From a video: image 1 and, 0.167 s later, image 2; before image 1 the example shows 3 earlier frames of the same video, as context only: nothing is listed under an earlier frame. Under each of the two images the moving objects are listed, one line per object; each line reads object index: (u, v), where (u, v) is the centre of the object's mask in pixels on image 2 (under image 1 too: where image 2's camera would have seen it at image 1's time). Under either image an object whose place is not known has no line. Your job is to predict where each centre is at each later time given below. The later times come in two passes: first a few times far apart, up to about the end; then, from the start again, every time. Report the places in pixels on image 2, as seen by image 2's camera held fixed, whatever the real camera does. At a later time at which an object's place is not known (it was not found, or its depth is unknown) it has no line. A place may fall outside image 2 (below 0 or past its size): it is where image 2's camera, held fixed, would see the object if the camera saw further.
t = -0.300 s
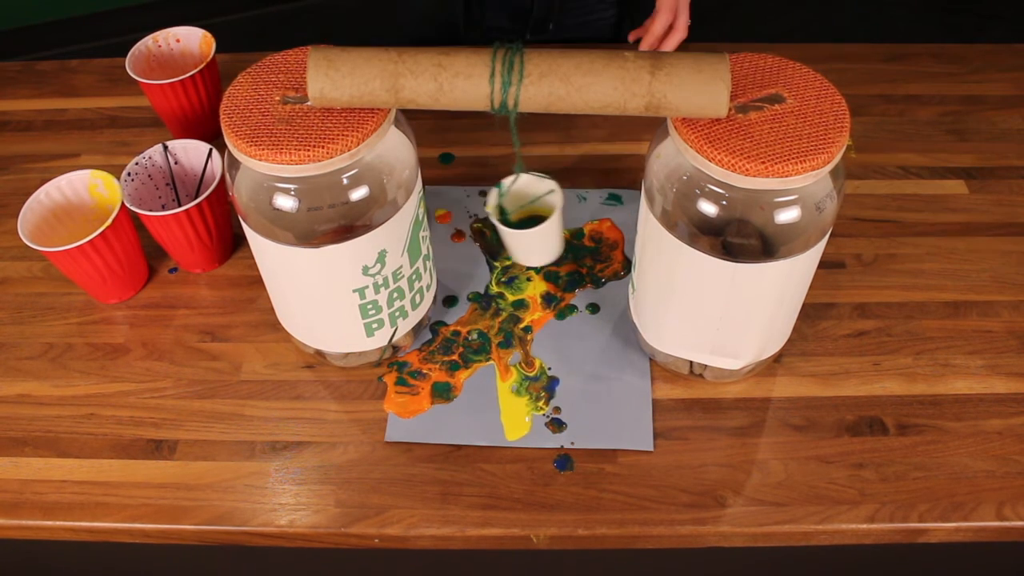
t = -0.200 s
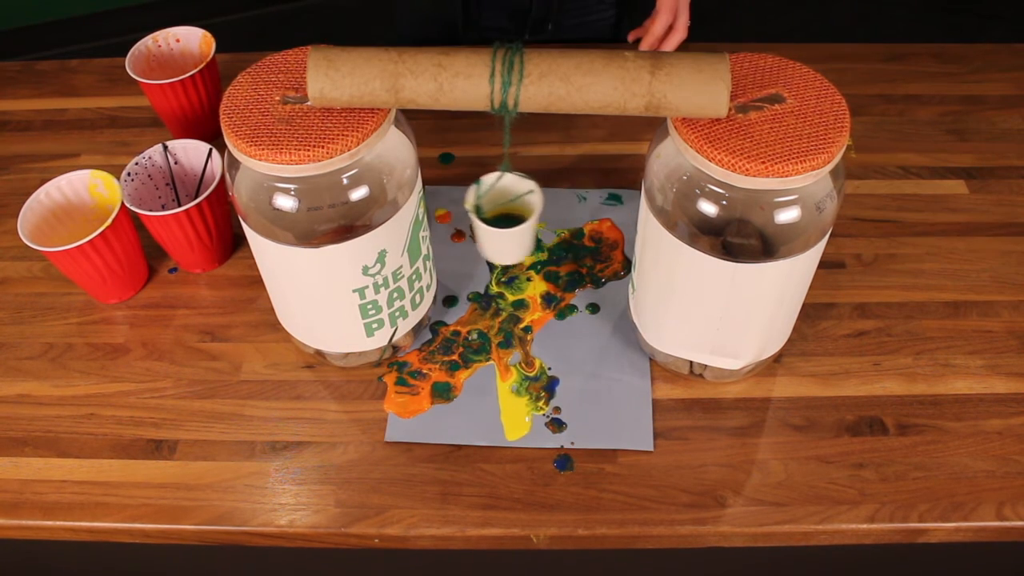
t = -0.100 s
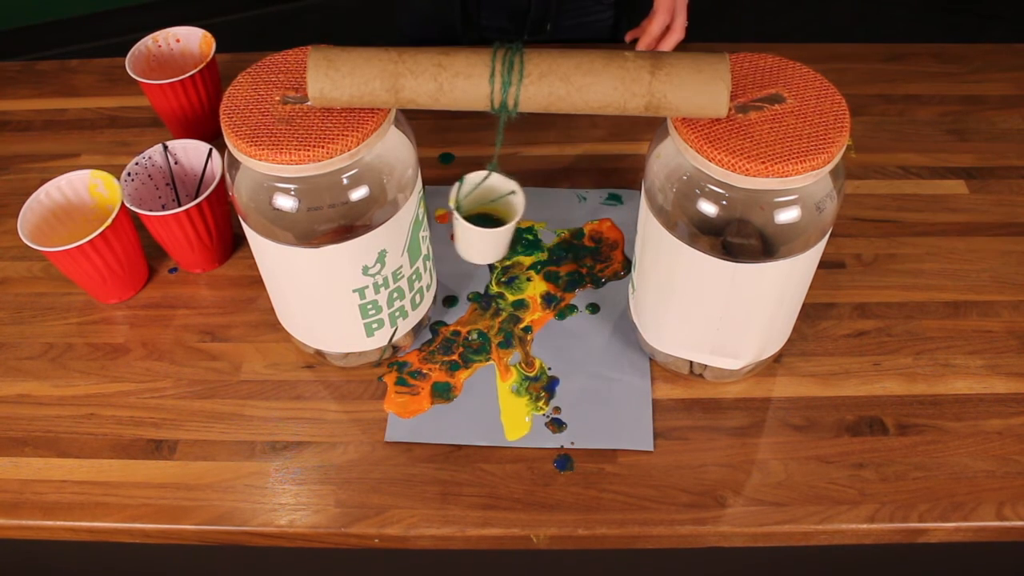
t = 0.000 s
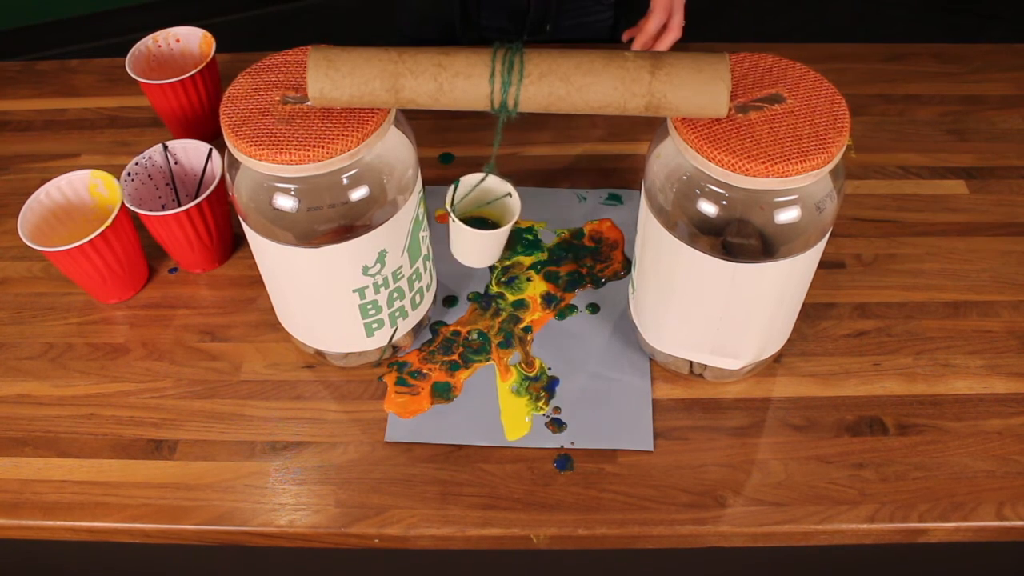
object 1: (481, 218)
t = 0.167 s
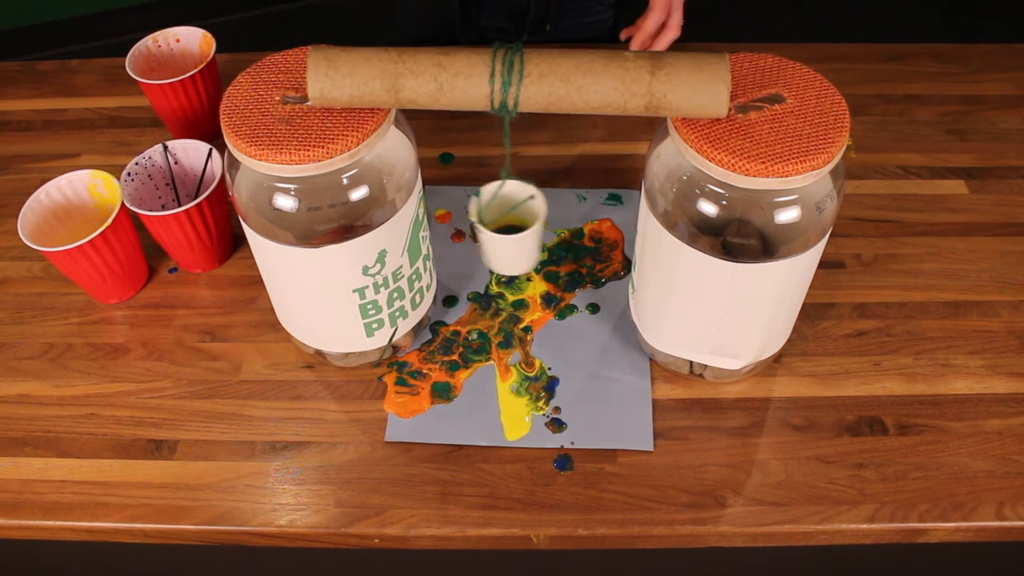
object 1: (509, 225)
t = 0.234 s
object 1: (525, 225)
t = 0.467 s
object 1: (537, 216)
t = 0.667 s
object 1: (494, 215)
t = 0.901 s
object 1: (492, 224)
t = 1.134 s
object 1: (539, 221)
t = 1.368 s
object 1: (519, 214)
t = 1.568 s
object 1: (484, 218)
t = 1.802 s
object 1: (511, 226)
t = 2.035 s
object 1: (540, 215)
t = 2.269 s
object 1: (500, 215)
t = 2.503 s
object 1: (490, 225)
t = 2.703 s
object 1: (529, 223)
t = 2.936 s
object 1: (529, 213)
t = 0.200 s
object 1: (517, 225)
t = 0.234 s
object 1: (525, 225)
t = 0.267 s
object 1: (532, 224)
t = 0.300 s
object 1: (538, 222)
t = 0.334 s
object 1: (541, 221)
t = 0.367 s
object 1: (543, 220)
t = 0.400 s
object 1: (543, 218)
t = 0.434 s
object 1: (541, 217)
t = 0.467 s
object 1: (537, 216)
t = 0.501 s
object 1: (531, 216)
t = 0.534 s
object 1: (524, 215)
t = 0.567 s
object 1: (517, 215)
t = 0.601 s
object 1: (509, 215)
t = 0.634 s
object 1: (501, 215)
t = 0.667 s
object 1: (494, 215)
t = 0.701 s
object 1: (488, 215)
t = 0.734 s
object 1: (484, 216)
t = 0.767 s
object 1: (482, 217)
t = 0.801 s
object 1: (482, 219)
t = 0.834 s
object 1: (483, 220)
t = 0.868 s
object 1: (487, 222)
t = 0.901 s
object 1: (492, 224)
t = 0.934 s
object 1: (499, 225)
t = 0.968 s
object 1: (506, 226)
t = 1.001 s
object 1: (514, 226)
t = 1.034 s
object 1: (522, 225)
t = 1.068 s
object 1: (529, 224)
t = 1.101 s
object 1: (535, 222)
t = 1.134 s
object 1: (539, 221)
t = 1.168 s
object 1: (541, 219)
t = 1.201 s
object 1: (542, 217)
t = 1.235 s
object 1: (540, 216)
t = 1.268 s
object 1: (537, 215)
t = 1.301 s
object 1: (533, 214)
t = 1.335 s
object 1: (526, 214)
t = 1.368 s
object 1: (519, 214)
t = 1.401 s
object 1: (512, 214)
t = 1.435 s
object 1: (504, 214)
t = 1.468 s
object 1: (497, 215)
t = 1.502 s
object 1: (491, 216)
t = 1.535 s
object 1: (487, 217)
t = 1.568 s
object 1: (484, 218)
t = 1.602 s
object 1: (483, 219)
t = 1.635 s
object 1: (484, 221)
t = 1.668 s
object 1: (486, 223)
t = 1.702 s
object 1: (491, 224)
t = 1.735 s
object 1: (496, 225)
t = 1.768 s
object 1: (503, 226)
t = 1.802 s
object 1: (511, 226)
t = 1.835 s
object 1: (519, 225)
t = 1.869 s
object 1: (526, 224)
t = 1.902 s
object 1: (532, 222)
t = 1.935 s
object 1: (536, 220)
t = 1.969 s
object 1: (539, 218)
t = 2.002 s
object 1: (540, 217)
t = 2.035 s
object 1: (540, 215)
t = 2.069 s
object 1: (537, 214)
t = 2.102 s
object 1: (534, 213)
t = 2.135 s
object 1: (528, 213)
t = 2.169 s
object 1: (522, 213)
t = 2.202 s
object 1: (514, 214)
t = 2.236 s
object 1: (507, 214)
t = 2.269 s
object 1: (500, 215)
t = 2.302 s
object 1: (494, 216)
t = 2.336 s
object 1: (489, 217)
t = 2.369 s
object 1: (486, 219)
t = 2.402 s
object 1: (484, 220)
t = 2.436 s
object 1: (484, 222)
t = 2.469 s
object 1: (486, 223)
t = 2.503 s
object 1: (490, 225)
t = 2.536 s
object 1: (495, 226)
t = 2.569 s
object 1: (501, 227)
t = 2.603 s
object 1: (508, 227)
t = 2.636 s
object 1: (516, 226)
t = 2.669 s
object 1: (522, 225)
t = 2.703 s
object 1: (529, 223)
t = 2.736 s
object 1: (533, 221)
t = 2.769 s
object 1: (537, 219)
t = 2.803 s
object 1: (538, 217)
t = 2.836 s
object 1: (539, 215)
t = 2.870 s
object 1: (537, 214)
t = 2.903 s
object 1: (534, 213)
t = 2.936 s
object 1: (529, 213)
